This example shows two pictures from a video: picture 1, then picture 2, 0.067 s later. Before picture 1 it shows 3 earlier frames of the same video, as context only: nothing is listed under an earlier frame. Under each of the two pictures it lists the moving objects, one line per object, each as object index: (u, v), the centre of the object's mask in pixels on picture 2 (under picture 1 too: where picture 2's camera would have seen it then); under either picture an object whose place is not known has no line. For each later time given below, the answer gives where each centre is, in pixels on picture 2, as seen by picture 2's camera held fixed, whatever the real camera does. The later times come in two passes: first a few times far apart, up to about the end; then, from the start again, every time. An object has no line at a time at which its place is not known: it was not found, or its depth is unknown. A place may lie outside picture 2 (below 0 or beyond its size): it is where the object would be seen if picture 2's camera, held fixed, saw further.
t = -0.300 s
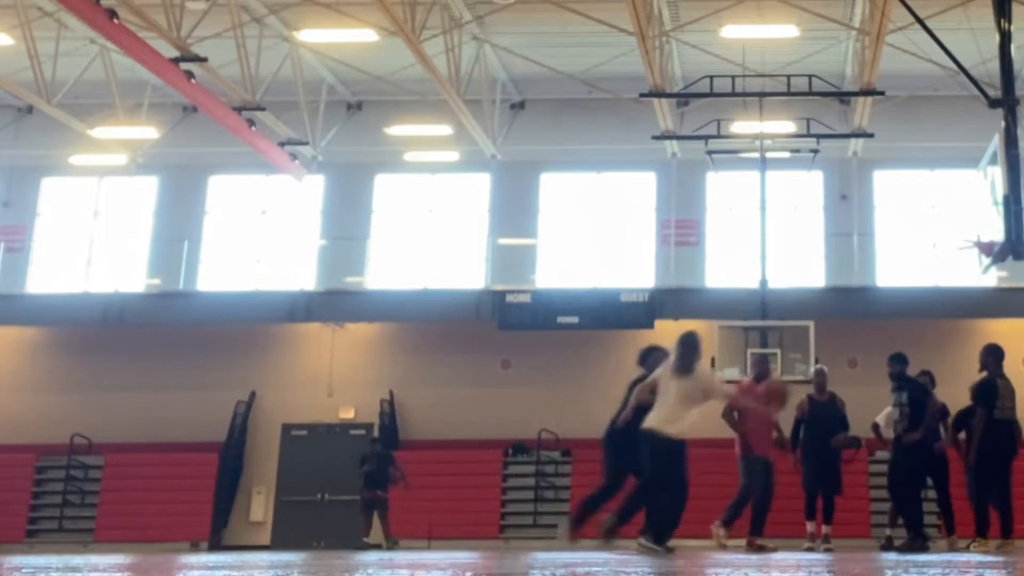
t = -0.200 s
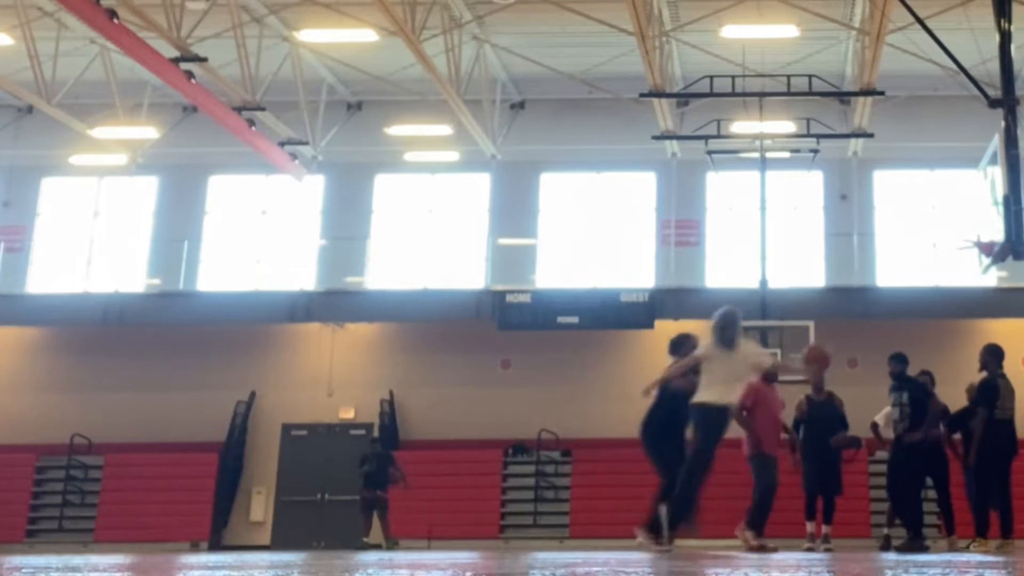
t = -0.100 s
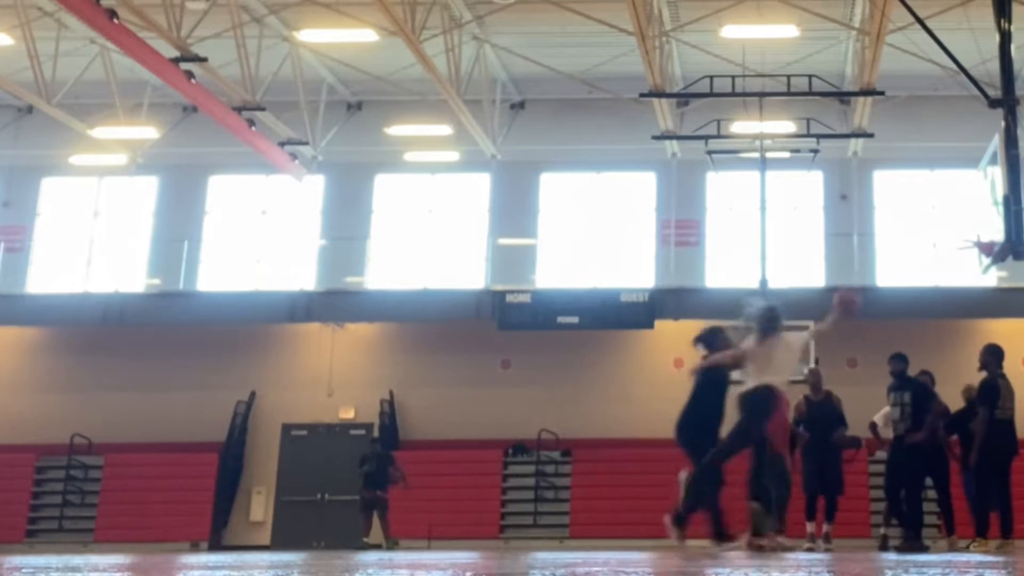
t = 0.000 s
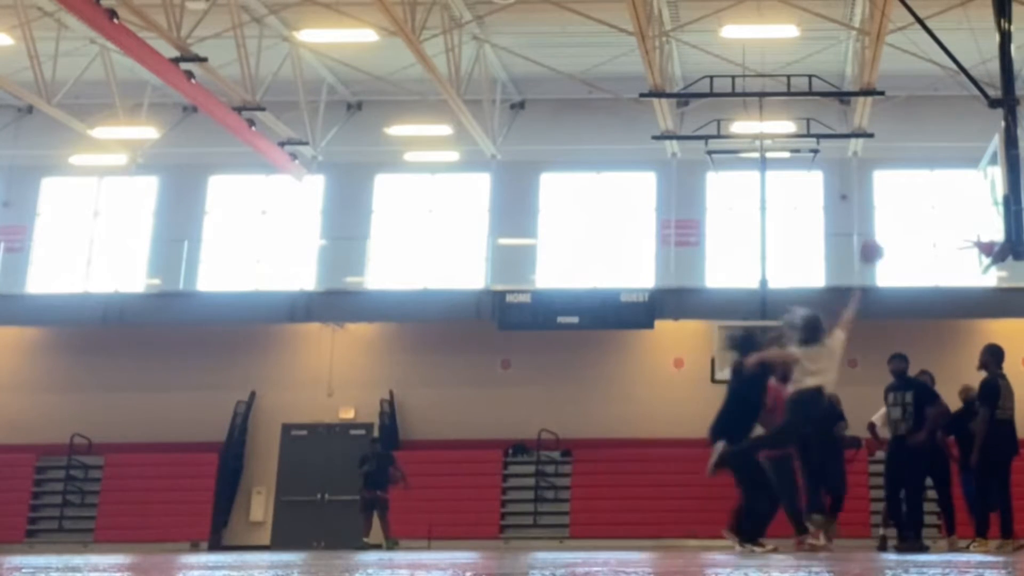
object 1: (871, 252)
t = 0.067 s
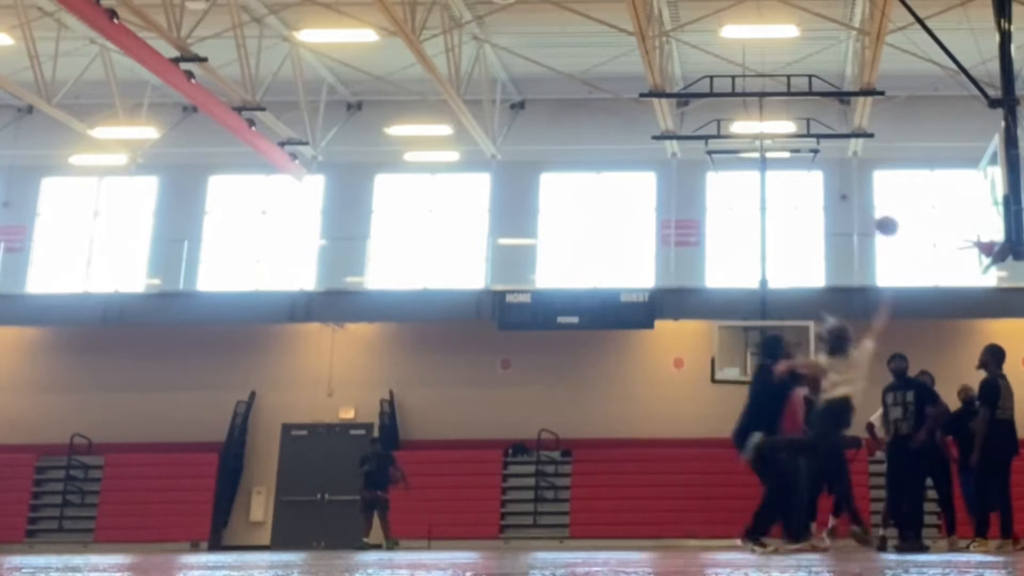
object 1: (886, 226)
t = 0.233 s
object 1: (923, 187)
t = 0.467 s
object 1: (969, 185)
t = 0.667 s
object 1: (966, 209)
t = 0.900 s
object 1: (946, 243)
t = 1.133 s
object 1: (966, 248)
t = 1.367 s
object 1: (951, 263)
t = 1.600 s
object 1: (950, 284)
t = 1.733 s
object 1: (955, 314)
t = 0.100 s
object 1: (894, 215)
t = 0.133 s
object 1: (902, 206)
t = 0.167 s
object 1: (909, 199)
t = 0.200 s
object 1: (916, 193)
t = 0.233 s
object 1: (923, 187)
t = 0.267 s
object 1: (929, 182)
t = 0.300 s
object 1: (936, 180)
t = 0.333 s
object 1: (942, 178)
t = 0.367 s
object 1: (949, 178)
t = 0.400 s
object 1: (955, 179)
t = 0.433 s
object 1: (962, 181)
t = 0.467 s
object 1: (969, 185)
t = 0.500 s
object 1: (975, 189)
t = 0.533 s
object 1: (981, 194)
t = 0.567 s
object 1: (986, 199)
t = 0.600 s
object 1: (979, 201)
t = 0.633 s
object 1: (973, 205)
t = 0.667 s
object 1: (966, 209)
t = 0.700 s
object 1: (959, 214)
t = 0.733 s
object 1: (953, 221)
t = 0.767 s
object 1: (946, 229)
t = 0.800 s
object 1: (942, 236)
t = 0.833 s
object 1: (943, 238)
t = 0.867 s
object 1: (944, 242)
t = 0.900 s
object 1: (946, 243)
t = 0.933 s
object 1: (951, 242)
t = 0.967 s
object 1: (955, 243)
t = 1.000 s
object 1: (958, 245)
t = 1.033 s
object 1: (961, 245)
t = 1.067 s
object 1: (962, 245)
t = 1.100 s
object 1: (965, 246)
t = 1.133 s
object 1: (966, 248)
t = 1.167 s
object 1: (966, 250)
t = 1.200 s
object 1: (964, 252)
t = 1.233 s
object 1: (962, 255)
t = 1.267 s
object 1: (959, 257)
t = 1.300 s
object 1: (957, 259)
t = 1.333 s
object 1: (953, 261)
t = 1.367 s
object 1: (951, 263)
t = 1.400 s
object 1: (948, 266)
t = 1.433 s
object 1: (947, 267)
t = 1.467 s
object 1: (947, 270)
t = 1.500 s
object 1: (947, 274)
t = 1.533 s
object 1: (948, 277)
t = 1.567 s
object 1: (949, 280)
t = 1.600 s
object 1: (950, 284)
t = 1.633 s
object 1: (953, 292)
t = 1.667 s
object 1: (952, 297)
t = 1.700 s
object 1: (953, 306)
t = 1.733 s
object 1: (955, 314)
